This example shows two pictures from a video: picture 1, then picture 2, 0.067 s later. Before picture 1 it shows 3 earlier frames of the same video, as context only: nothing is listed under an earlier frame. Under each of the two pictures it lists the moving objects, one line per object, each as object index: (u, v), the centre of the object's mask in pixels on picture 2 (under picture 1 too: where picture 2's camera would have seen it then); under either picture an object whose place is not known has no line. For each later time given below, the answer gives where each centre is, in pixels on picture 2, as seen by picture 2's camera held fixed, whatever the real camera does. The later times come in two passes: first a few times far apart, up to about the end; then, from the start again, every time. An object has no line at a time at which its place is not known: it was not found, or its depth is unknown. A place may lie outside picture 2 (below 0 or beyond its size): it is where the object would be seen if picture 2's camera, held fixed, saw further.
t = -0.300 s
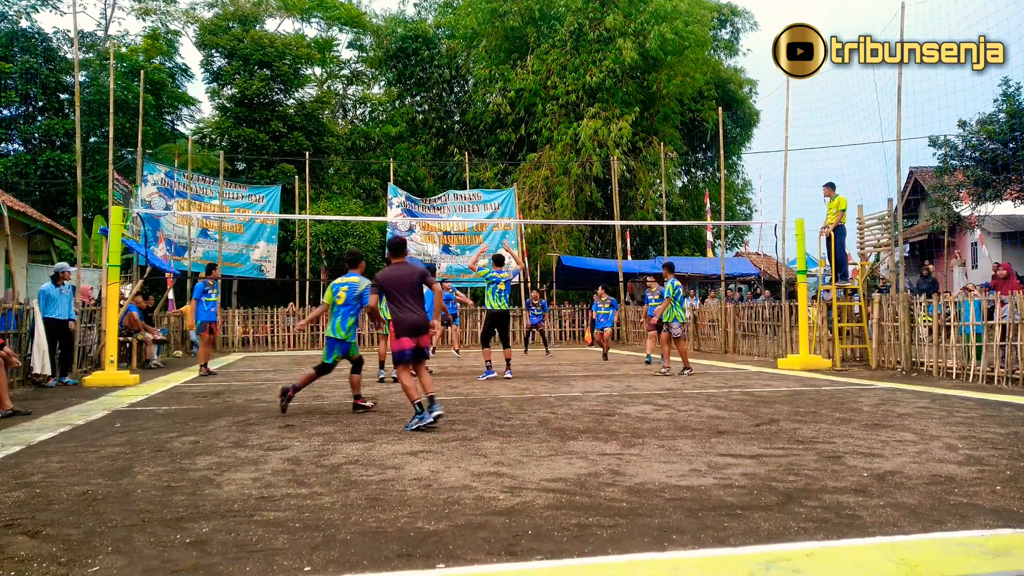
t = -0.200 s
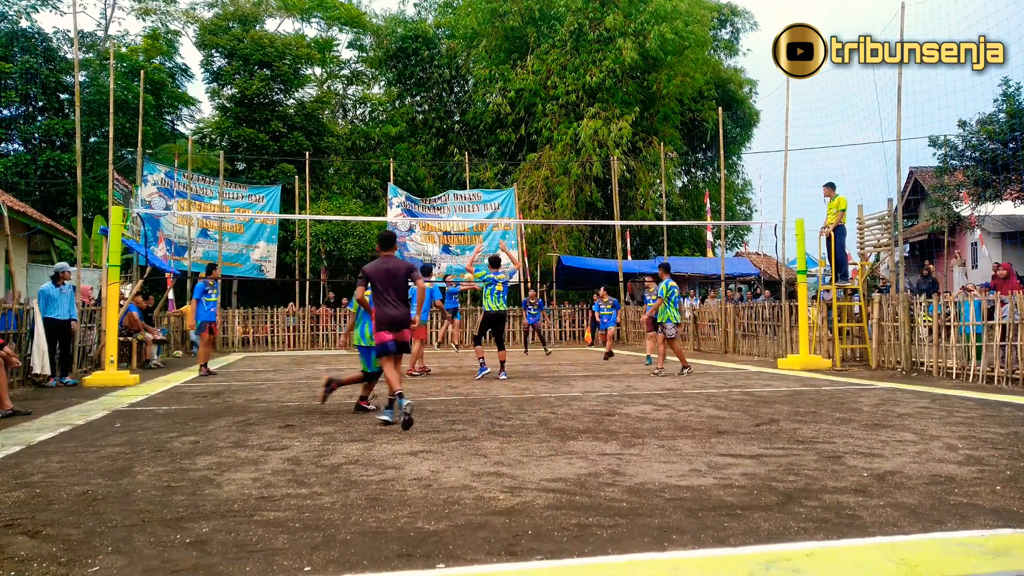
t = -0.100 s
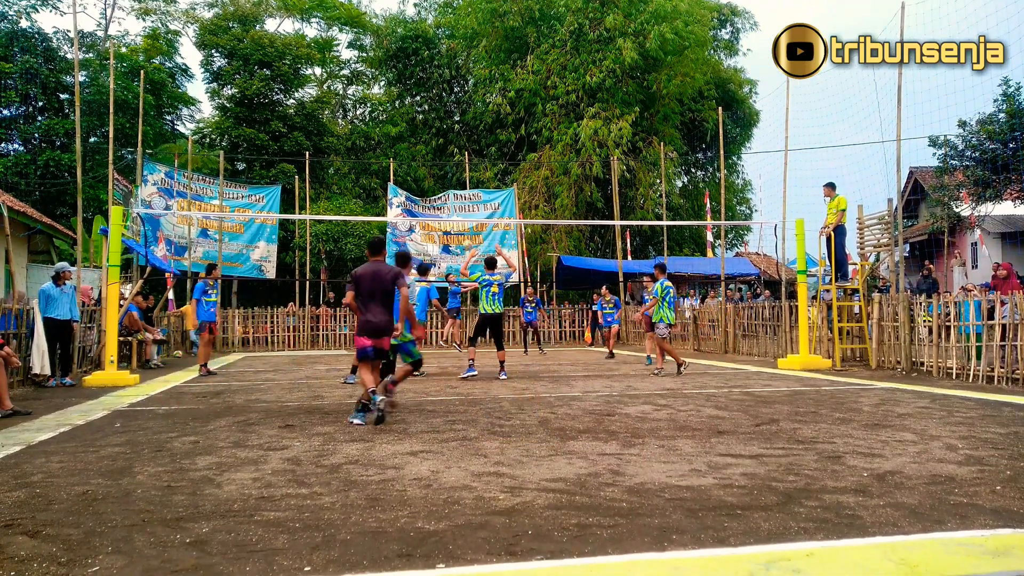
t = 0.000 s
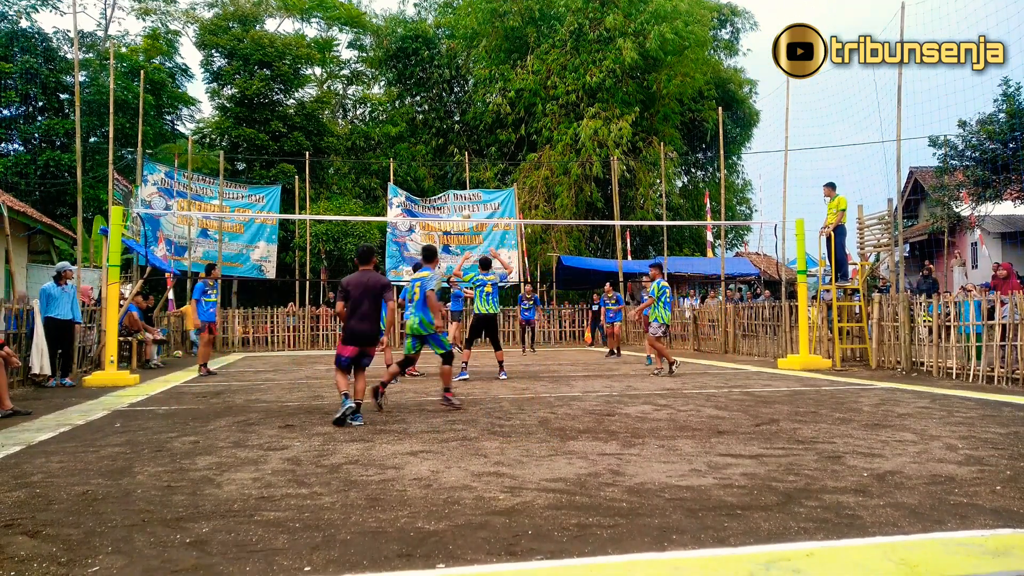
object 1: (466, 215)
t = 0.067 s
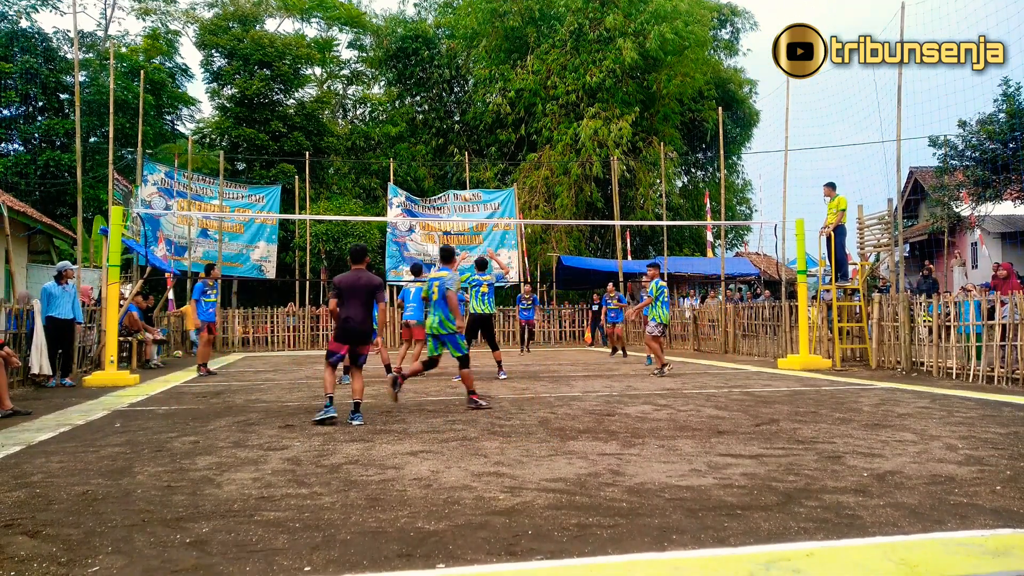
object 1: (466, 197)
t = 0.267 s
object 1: (461, 153)
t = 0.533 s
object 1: (455, 118)
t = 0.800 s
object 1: (448, 114)
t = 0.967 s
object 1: (443, 132)
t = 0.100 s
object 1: (465, 188)
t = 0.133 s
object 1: (464, 181)
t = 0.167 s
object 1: (463, 173)
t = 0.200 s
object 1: (463, 165)
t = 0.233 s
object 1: (462, 158)
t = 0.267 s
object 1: (461, 153)
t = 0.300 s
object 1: (461, 147)
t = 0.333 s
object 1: (460, 142)
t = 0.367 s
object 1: (459, 136)
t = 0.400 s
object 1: (458, 131)
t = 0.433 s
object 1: (458, 127)
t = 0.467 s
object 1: (457, 123)
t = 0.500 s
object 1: (456, 120)
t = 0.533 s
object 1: (455, 118)
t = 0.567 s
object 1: (455, 116)
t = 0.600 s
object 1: (454, 114)
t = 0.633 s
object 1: (453, 113)
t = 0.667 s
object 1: (453, 113)
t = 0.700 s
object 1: (452, 113)
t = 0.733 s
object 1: (452, 113)
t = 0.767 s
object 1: (451, 114)
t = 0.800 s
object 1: (448, 114)
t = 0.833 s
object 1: (448, 117)
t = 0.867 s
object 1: (446, 120)
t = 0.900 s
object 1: (446, 123)
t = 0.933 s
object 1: (445, 127)
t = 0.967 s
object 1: (443, 132)
